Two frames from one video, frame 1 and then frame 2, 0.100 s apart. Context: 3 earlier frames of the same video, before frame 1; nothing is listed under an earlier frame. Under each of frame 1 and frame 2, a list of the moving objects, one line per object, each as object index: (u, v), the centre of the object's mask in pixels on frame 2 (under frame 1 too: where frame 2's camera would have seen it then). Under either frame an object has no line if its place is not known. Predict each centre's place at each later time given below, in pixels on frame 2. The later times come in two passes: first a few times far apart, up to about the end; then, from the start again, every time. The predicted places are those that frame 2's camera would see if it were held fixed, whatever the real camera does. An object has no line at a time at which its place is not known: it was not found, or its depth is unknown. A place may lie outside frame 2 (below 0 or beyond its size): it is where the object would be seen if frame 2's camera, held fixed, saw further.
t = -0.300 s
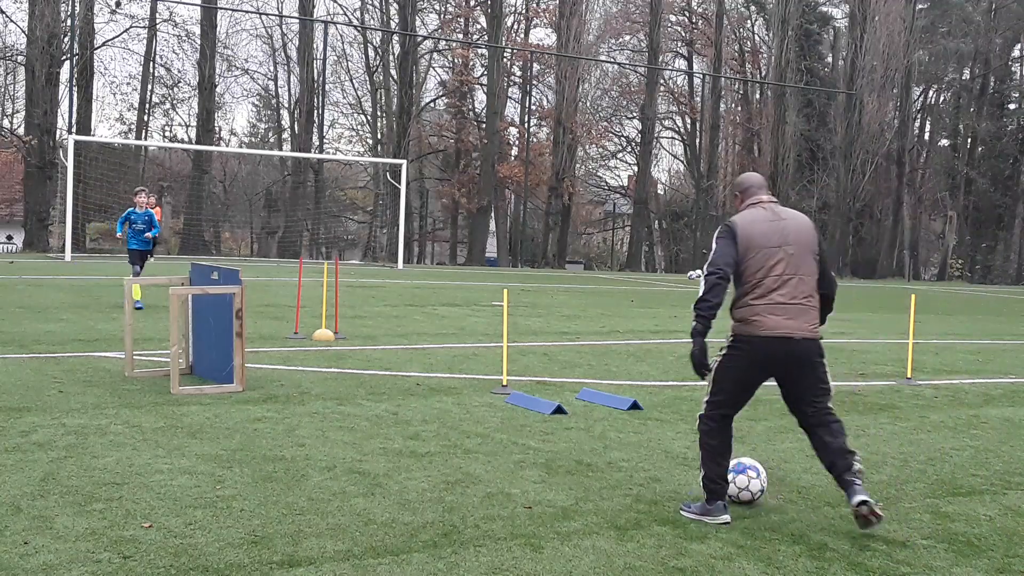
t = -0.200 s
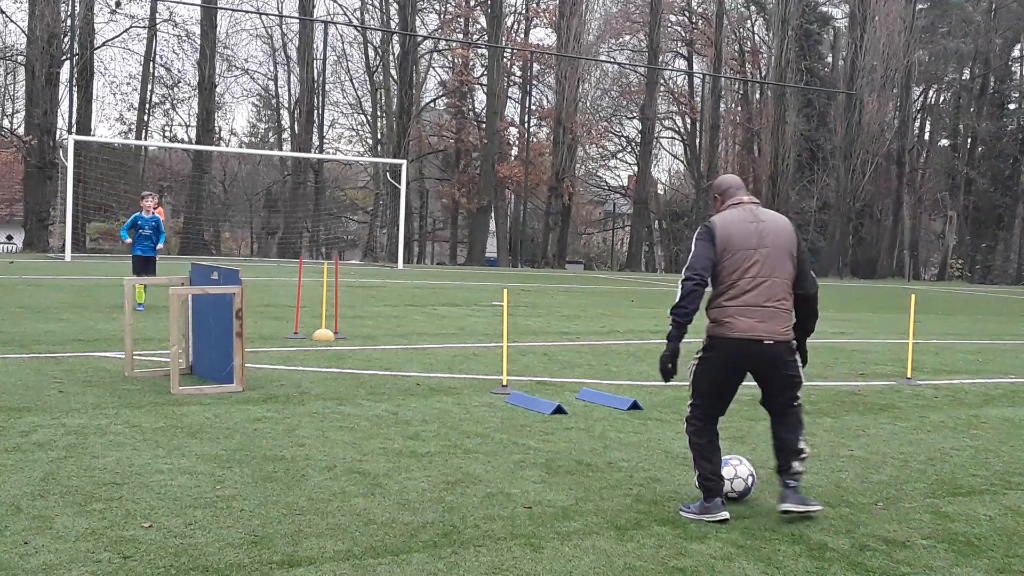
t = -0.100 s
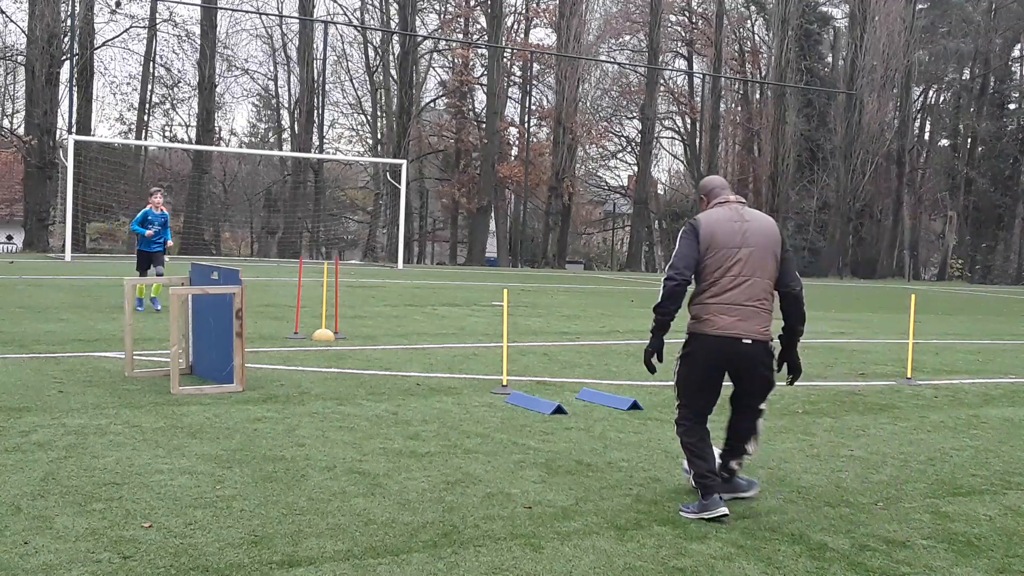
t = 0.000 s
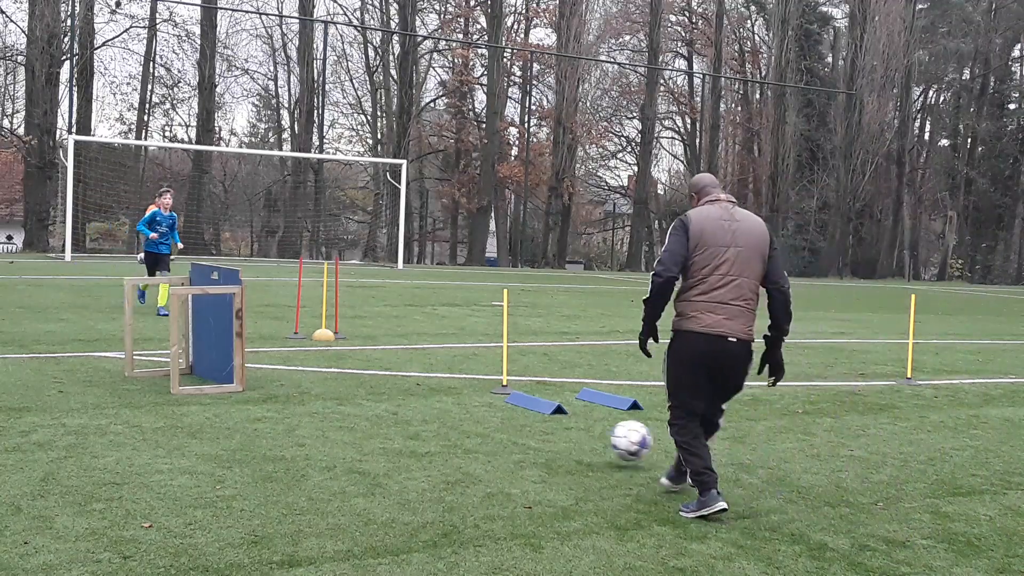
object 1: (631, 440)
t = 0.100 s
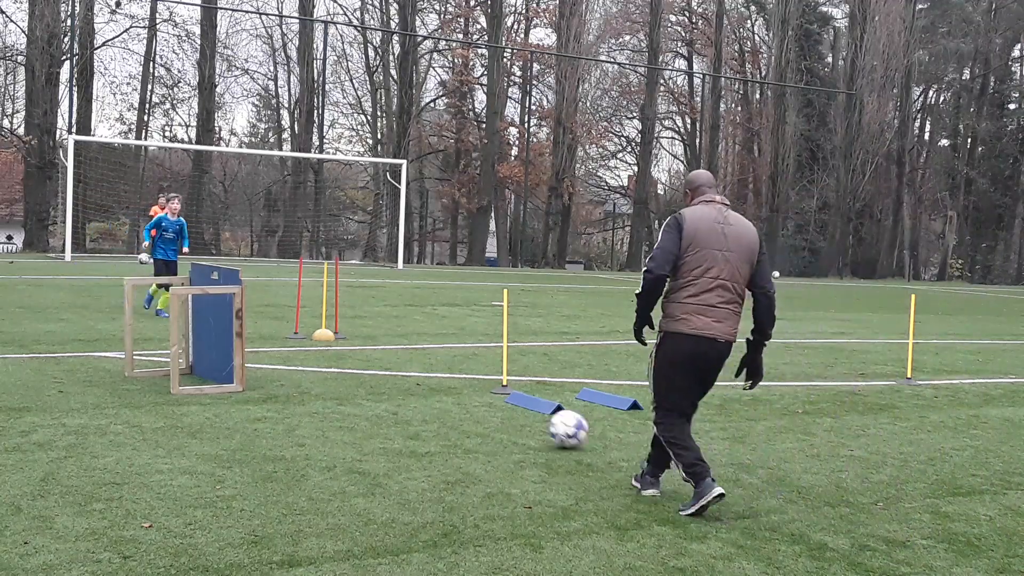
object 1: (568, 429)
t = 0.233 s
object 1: (502, 411)
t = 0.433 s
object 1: (431, 390)
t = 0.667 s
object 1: (374, 376)
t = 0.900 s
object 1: (330, 363)
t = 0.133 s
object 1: (551, 423)
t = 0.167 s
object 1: (534, 417)
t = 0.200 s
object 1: (518, 415)
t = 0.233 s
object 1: (502, 411)
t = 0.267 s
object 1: (489, 406)
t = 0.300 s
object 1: (476, 401)
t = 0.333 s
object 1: (464, 398)
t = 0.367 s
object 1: (452, 397)
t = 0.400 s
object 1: (441, 395)
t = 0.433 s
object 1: (431, 390)
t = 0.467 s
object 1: (422, 388)
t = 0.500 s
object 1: (412, 386)
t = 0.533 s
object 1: (403, 385)
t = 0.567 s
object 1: (396, 381)
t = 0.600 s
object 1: (389, 377)
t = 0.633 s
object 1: (381, 376)
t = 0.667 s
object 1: (374, 376)
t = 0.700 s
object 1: (368, 374)
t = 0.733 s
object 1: (361, 372)
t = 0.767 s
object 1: (355, 369)
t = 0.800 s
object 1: (348, 369)
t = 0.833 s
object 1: (342, 366)
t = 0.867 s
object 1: (336, 364)
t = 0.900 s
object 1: (330, 363)
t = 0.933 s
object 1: (325, 362)
